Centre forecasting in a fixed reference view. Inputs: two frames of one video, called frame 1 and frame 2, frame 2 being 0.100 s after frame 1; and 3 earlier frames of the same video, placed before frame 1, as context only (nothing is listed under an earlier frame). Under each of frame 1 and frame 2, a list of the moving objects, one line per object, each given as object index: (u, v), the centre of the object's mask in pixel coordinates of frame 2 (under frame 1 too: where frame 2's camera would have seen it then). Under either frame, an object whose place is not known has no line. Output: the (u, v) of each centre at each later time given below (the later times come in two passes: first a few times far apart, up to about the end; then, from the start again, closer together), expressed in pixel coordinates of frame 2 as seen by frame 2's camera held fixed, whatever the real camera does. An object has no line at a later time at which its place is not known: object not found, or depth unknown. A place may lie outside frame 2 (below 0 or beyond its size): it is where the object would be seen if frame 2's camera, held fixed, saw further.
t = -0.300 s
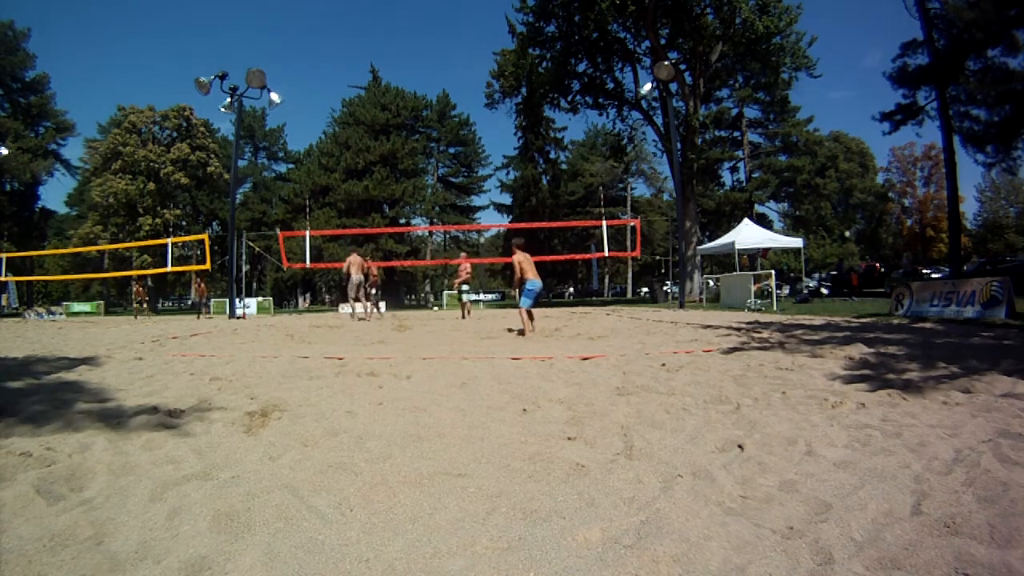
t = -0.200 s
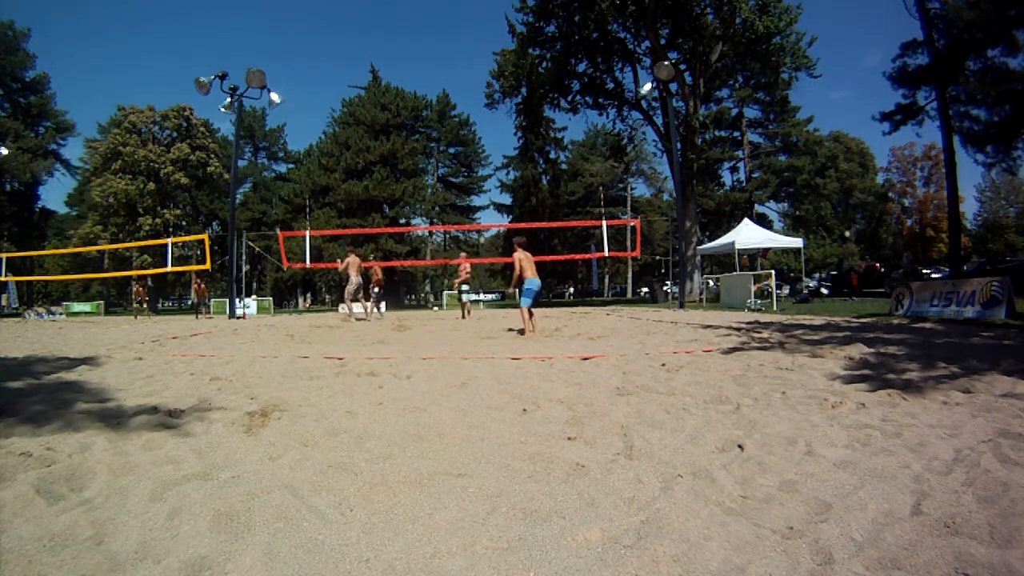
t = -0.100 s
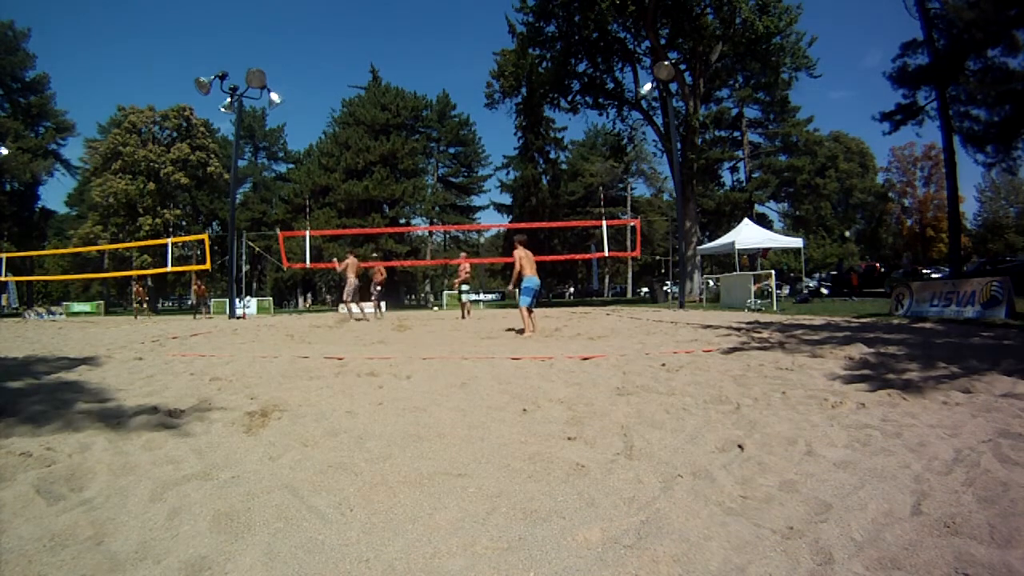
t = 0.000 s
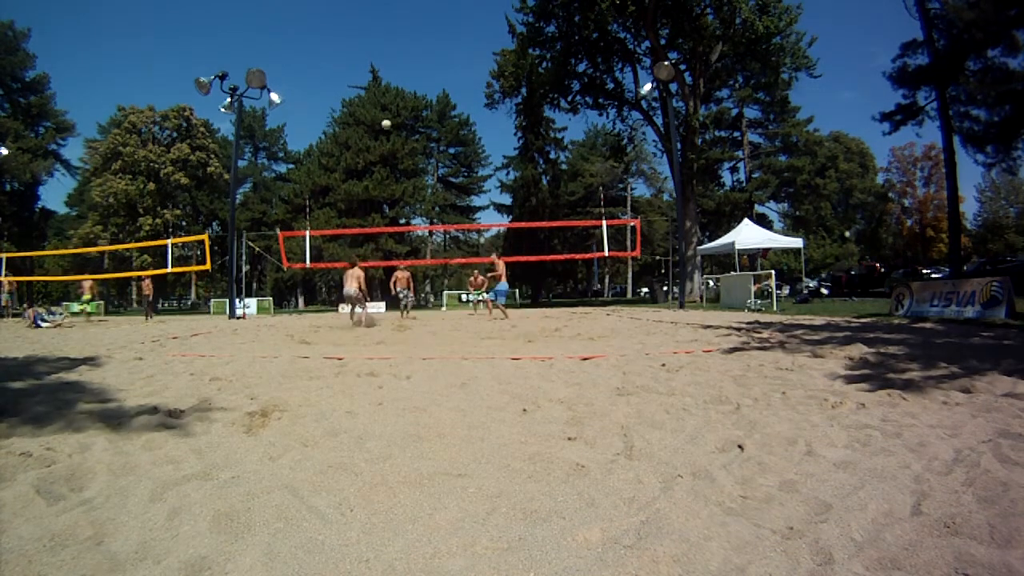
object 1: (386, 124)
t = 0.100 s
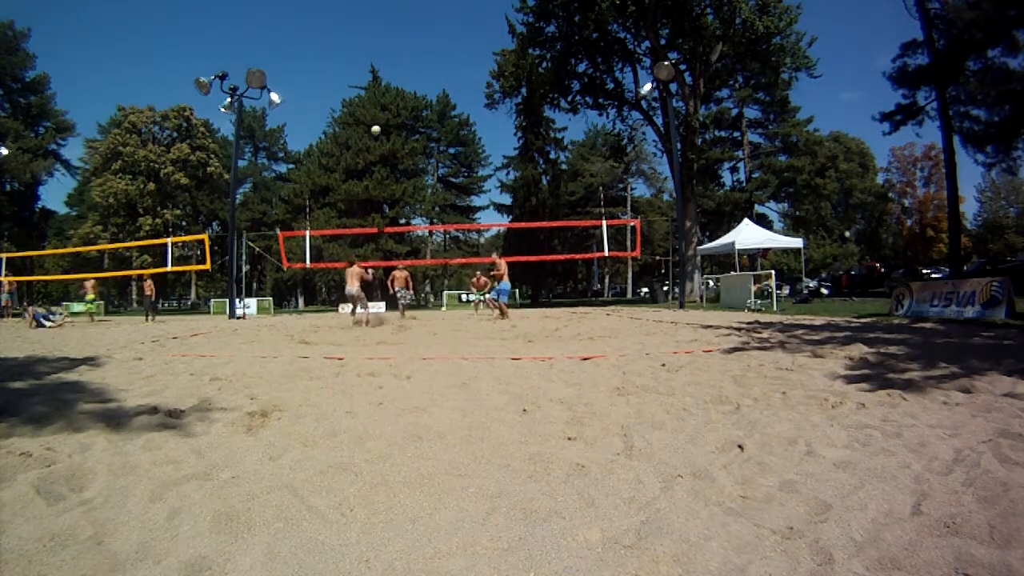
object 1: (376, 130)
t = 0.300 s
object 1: (355, 153)
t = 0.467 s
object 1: (337, 186)
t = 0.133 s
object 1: (372, 132)
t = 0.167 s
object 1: (368, 135)
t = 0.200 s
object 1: (365, 139)
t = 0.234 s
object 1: (361, 144)
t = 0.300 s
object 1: (355, 153)
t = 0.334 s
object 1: (351, 159)
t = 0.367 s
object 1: (347, 165)
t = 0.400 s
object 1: (344, 172)
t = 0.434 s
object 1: (341, 178)
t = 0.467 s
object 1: (337, 186)
